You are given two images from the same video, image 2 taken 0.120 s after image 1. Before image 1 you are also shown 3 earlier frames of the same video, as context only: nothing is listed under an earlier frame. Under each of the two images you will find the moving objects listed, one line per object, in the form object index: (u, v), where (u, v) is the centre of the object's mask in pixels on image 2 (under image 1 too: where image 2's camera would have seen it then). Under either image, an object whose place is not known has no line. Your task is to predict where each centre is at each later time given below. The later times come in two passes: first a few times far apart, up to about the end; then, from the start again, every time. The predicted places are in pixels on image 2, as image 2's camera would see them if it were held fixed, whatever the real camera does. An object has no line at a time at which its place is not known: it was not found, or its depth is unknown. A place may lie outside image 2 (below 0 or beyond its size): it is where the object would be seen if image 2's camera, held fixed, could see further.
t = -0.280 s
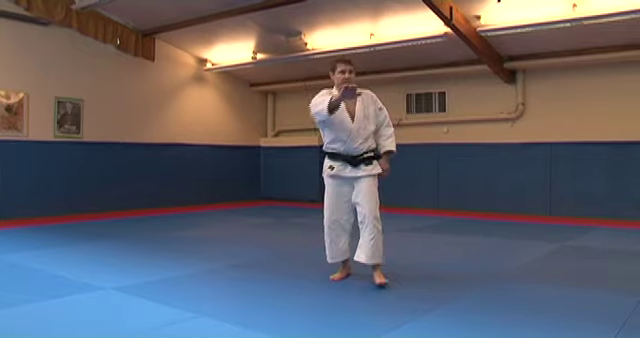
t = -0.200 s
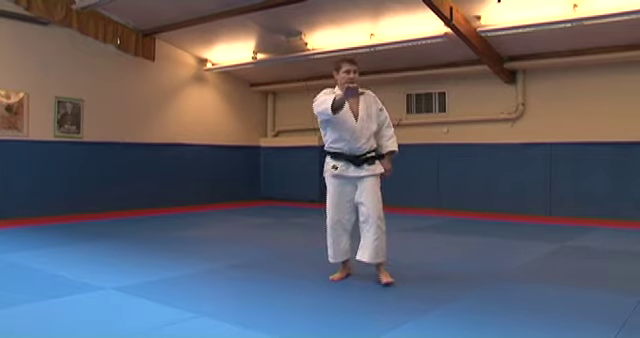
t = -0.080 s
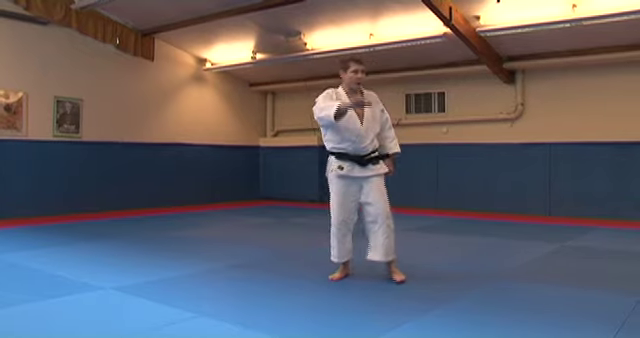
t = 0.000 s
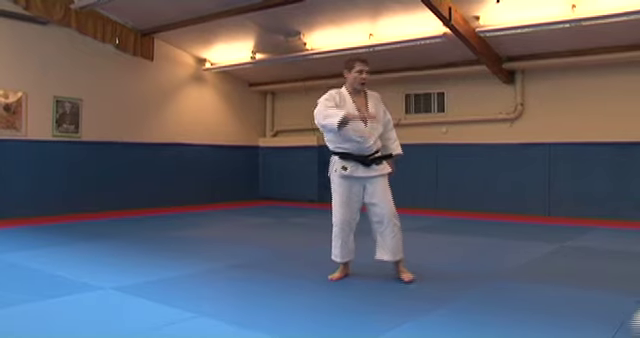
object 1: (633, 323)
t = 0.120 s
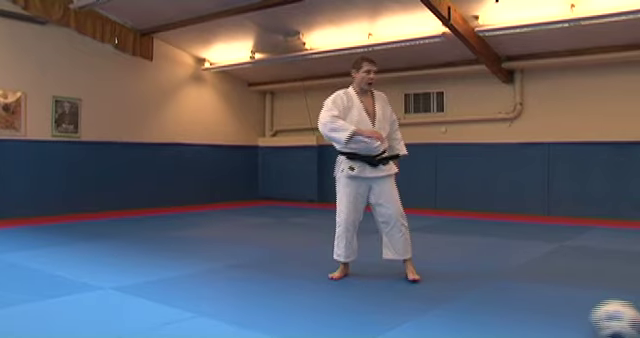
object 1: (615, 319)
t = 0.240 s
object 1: (579, 318)
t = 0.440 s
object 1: (517, 314)
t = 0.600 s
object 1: (474, 310)
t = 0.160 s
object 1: (604, 319)
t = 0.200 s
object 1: (591, 319)
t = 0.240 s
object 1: (579, 318)
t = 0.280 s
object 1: (566, 318)
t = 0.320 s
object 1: (553, 317)
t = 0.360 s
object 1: (541, 316)
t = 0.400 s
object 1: (527, 316)
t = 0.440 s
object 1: (517, 314)
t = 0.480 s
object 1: (505, 313)
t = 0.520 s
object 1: (494, 312)
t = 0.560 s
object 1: (484, 311)
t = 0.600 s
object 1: (474, 310)
